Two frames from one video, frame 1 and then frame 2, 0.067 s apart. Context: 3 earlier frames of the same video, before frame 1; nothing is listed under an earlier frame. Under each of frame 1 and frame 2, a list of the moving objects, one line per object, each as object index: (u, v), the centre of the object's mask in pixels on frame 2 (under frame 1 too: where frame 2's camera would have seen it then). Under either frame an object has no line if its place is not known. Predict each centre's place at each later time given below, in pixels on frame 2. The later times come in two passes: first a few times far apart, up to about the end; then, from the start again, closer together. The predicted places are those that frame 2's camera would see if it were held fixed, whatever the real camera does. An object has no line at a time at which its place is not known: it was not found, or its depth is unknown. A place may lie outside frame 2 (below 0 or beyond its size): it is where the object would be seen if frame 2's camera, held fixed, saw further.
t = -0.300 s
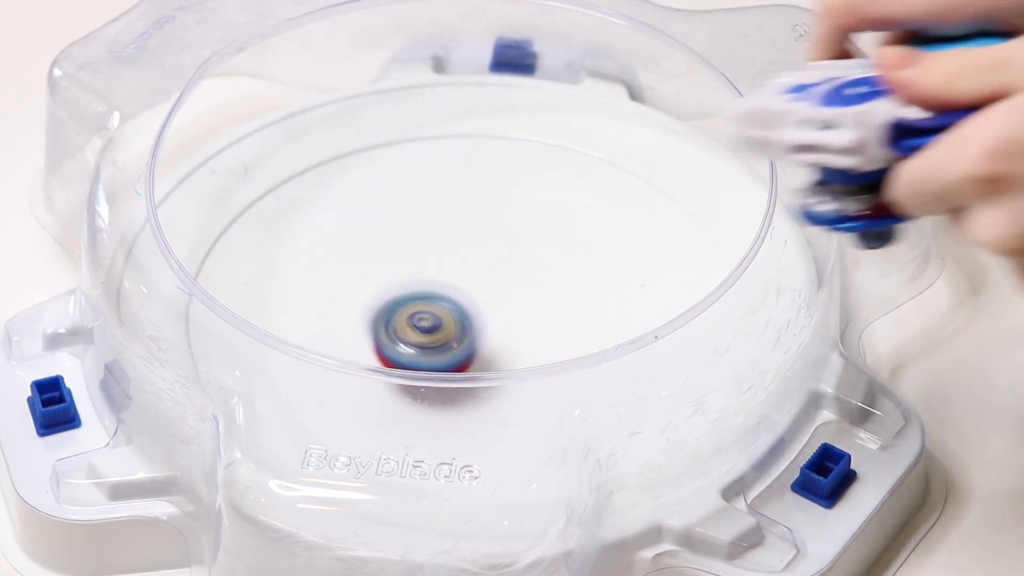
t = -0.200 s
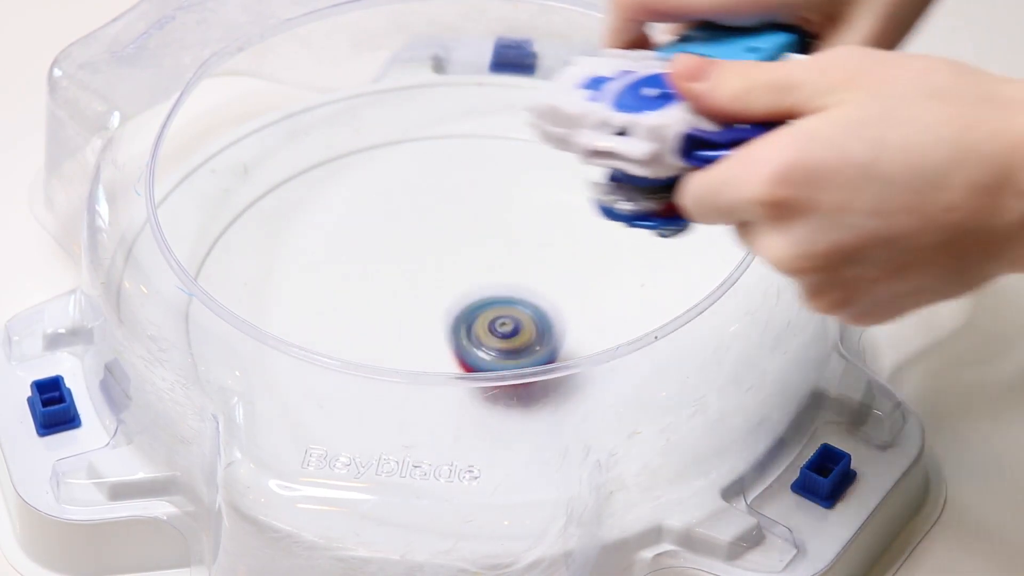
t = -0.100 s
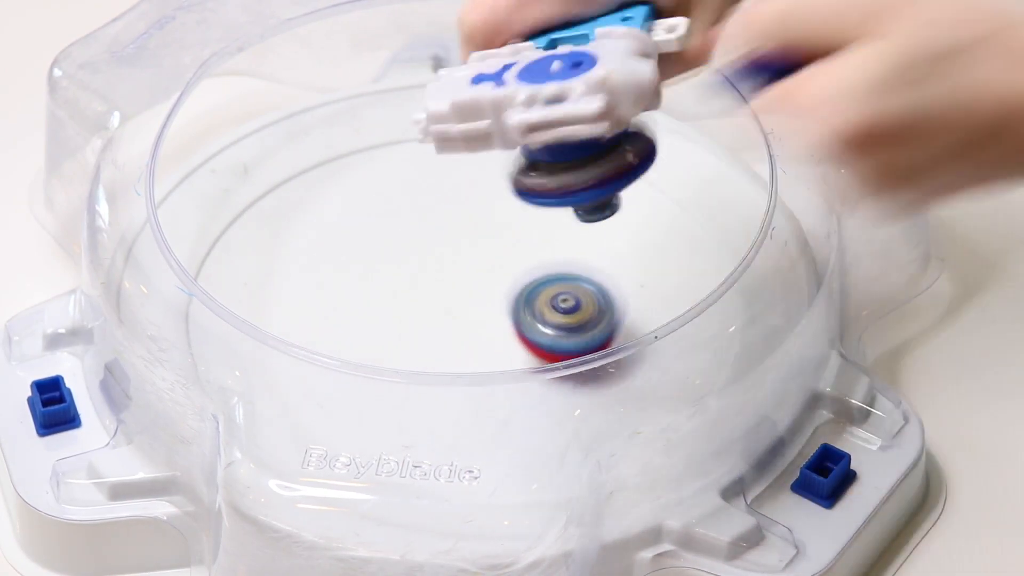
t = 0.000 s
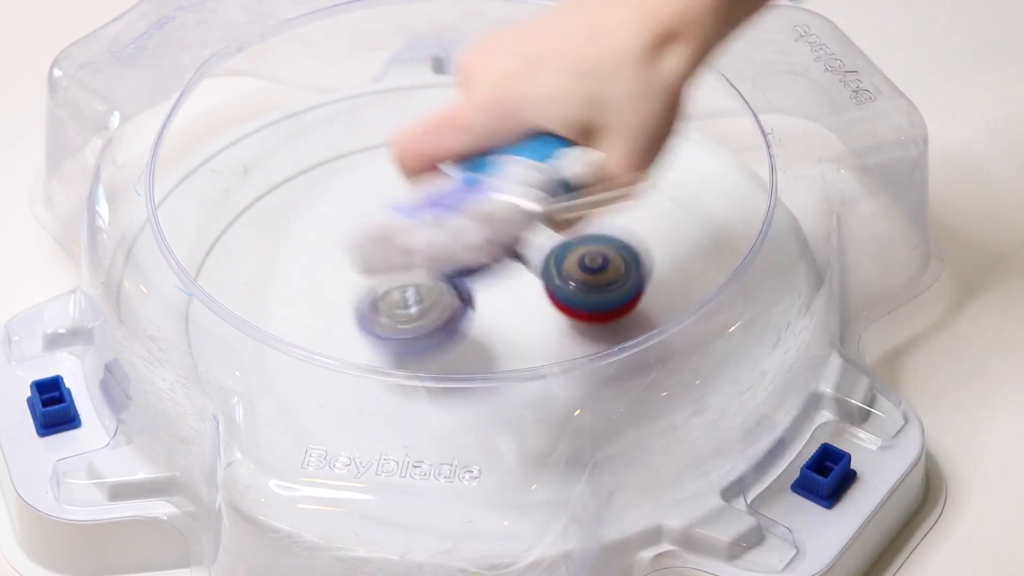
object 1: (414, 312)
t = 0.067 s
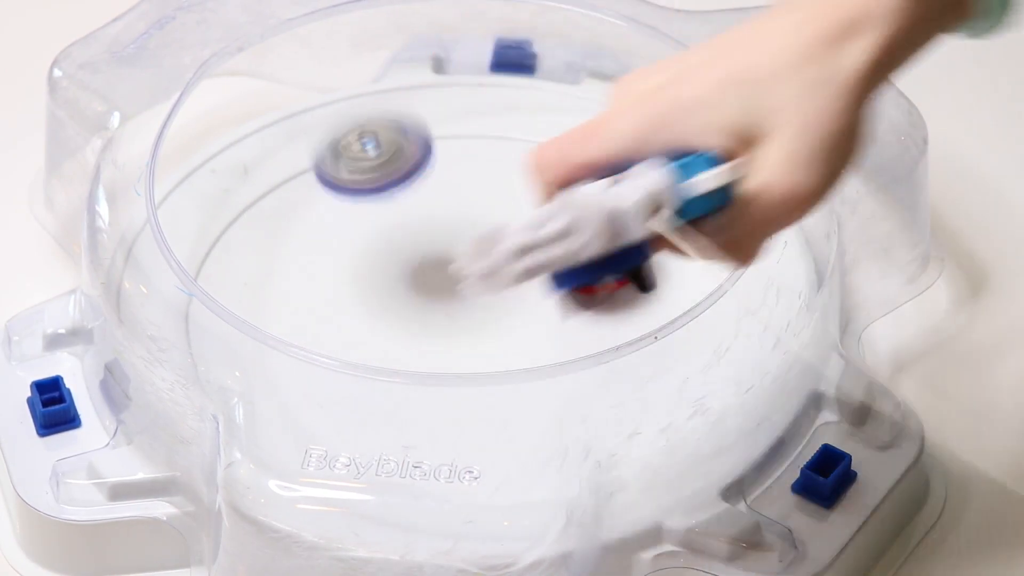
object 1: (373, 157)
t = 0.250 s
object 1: (322, 55)
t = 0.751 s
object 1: (413, 200)
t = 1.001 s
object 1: (420, 187)
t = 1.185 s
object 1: (364, 162)
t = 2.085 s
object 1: (266, 290)
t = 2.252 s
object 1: (272, 307)
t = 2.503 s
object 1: (331, 354)
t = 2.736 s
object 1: (404, 408)
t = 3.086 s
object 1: (664, 158)
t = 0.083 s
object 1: (363, 130)
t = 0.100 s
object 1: (354, 108)
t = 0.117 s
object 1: (345, 92)
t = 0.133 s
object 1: (337, 81)
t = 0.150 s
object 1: (329, 74)
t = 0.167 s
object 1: (324, 77)
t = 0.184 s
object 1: (320, 85)
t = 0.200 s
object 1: (315, 98)
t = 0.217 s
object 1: (315, 92)
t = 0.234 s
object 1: (319, 67)
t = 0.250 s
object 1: (322, 55)
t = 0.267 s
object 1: (325, 48)
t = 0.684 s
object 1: (377, 164)
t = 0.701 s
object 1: (386, 170)
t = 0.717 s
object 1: (395, 180)
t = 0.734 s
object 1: (405, 192)
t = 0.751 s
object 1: (413, 200)
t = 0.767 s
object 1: (422, 212)
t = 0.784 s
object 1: (432, 219)
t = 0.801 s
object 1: (441, 231)
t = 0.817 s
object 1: (451, 243)
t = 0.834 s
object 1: (460, 249)
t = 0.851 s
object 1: (470, 262)
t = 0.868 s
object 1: (479, 274)
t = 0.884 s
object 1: (487, 283)
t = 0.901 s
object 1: (495, 297)
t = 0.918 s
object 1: (499, 305)
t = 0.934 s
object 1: (498, 306)
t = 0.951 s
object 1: (480, 278)
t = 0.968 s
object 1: (461, 249)
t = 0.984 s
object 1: (439, 217)
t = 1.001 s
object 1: (420, 187)
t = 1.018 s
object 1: (399, 156)
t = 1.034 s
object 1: (380, 125)
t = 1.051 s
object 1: (371, 101)
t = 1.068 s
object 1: (360, 79)
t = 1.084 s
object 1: (358, 77)
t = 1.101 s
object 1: (357, 83)
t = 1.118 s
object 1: (356, 92)
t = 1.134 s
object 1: (355, 111)
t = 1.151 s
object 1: (356, 129)
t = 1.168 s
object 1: (359, 144)
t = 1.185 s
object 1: (364, 162)
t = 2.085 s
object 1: (266, 290)
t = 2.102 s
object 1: (264, 292)
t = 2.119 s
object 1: (263, 294)
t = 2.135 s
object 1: (263, 296)
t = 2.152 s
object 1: (264, 298)
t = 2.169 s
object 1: (264, 300)
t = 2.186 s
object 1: (265, 301)
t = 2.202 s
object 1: (266, 303)
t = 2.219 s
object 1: (267, 304)
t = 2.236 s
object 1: (269, 306)
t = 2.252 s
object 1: (272, 307)
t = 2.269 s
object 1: (268, 314)
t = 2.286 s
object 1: (269, 316)
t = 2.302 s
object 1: (271, 318)
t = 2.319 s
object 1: (275, 320)
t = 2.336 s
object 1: (278, 322)
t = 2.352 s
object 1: (282, 324)
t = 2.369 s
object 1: (286, 326)
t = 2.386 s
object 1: (291, 329)
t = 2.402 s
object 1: (296, 332)
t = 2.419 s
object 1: (302, 336)
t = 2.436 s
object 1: (308, 339)
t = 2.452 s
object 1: (313, 343)
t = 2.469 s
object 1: (319, 346)
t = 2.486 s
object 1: (325, 351)
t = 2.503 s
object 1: (331, 354)
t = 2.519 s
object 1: (337, 357)
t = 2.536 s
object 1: (345, 360)
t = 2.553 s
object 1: (351, 376)
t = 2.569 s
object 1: (355, 377)
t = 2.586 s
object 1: (363, 377)
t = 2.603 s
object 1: (369, 379)
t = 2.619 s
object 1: (374, 384)
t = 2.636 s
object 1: (380, 388)
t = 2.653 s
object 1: (384, 391)
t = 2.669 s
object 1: (389, 395)
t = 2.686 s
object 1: (393, 404)
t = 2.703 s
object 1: (397, 406)
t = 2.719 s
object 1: (401, 407)
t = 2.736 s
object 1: (404, 408)
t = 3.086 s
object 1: (664, 158)
